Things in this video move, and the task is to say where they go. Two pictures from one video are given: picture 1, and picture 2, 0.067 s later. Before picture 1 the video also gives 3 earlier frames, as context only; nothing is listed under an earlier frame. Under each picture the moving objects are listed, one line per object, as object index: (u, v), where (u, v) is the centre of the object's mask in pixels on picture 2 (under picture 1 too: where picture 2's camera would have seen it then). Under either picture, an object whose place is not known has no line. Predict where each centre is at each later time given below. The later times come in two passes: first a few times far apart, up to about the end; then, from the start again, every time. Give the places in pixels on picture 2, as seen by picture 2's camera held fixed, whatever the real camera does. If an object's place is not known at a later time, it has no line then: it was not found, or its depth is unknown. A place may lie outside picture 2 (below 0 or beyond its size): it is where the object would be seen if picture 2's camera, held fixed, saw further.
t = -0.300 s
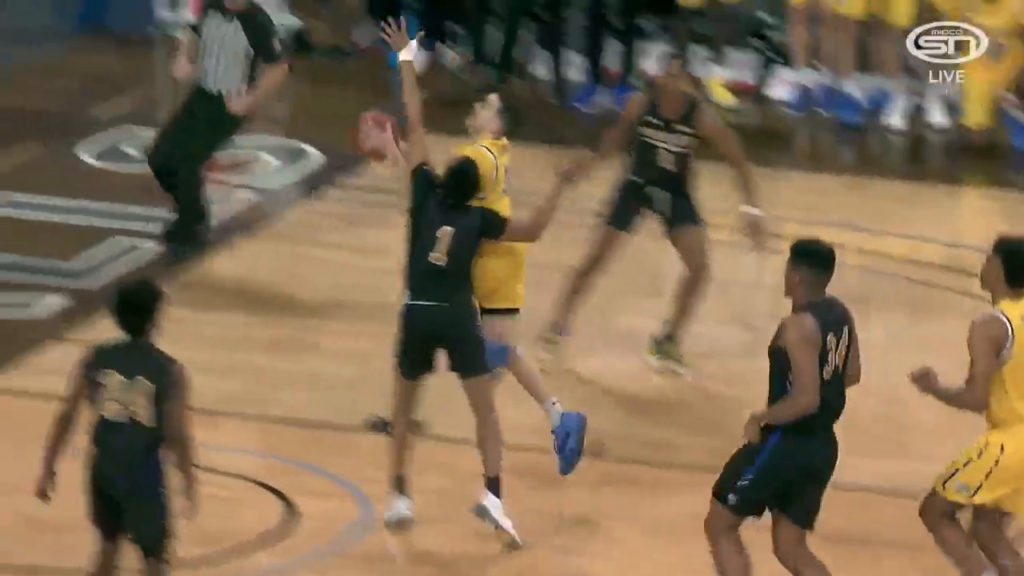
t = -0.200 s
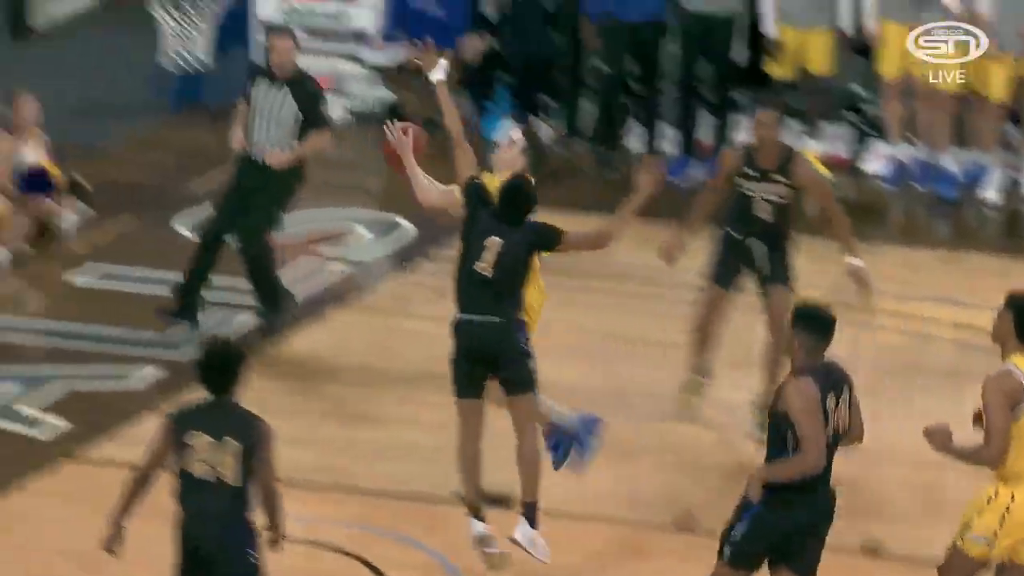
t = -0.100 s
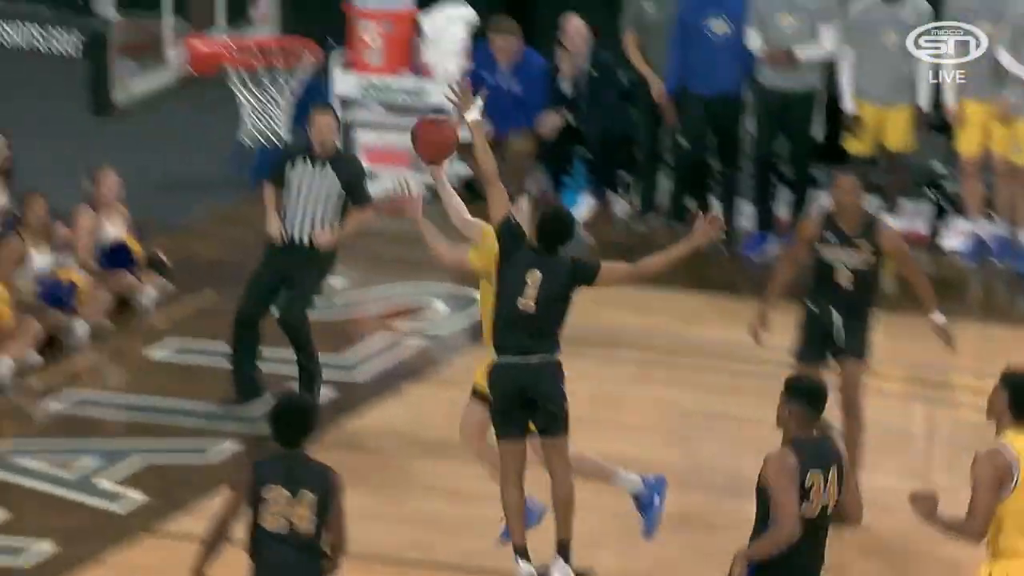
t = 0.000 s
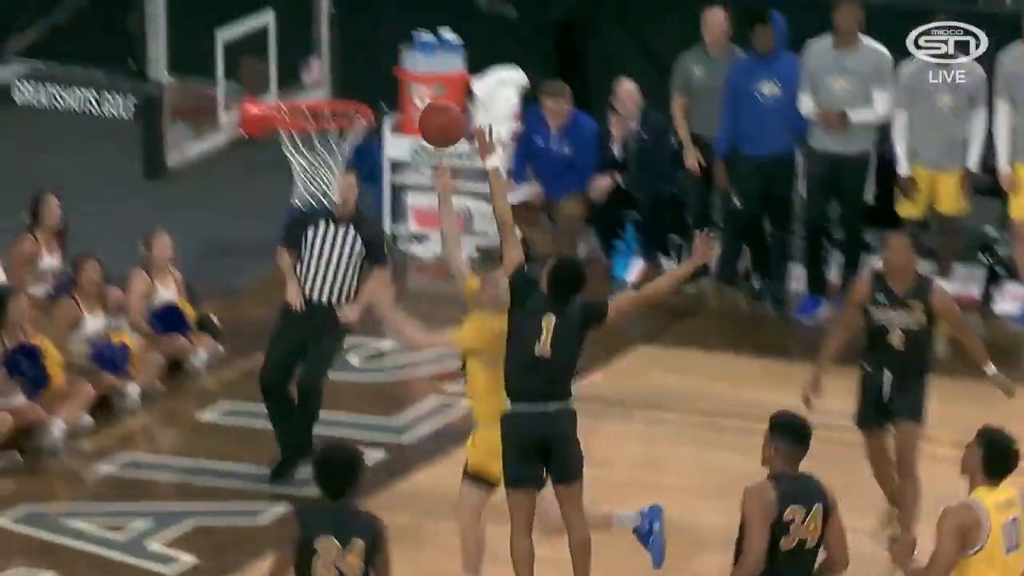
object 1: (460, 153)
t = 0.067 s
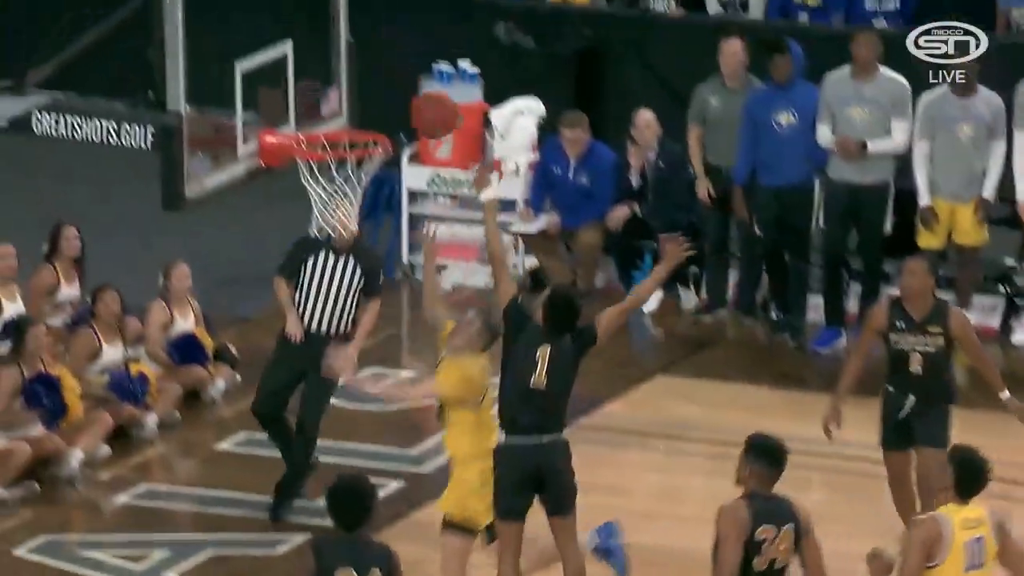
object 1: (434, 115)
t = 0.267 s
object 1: (358, 47)
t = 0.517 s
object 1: (348, 59)
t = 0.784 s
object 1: (354, 194)
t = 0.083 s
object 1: (427, 106)
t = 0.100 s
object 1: (421, 97)
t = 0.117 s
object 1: (414, 90)
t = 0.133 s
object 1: (408, 83)
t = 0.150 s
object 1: (402, 76)
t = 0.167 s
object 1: (396, 71)
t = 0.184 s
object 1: (389, 65)
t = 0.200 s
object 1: (382, 60)
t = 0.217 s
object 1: (376, 56)
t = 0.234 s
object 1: (370, 52)
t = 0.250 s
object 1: (364, 49)
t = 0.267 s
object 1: (358, 47)
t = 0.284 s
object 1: (350, 44)
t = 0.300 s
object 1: (346, 41)
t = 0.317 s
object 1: (346, 39)
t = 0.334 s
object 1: (346, 38)
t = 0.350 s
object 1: (346, 37)
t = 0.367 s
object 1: (346, 37)
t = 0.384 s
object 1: (346, 37)
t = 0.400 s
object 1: (346, 38)
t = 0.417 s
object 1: (346, 39)
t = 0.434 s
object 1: (346, 41)
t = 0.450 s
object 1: (347, 43)
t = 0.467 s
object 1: (347, 46)
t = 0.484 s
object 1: (347, 50)
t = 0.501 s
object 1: (347, 54)
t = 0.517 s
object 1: (348, 59)
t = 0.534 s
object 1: (348, 64)
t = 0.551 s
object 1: (348, 70)
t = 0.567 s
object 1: (349, 76)
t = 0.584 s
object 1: (349, 83)
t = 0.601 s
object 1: (350, 89)
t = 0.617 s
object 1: (349, 98)
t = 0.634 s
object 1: (350, 106)
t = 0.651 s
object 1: (350, 116)
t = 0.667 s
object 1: (351, 125)
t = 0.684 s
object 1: (352, 131)
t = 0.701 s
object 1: (353, 137)
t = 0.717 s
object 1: (350, 157)
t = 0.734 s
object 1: (355, 166)
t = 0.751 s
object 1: (352, 179)
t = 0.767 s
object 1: (353, 185)
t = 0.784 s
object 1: (354, 194)
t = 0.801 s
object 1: (355, 201)
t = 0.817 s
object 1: (353, 204)
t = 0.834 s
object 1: (354, 216)
